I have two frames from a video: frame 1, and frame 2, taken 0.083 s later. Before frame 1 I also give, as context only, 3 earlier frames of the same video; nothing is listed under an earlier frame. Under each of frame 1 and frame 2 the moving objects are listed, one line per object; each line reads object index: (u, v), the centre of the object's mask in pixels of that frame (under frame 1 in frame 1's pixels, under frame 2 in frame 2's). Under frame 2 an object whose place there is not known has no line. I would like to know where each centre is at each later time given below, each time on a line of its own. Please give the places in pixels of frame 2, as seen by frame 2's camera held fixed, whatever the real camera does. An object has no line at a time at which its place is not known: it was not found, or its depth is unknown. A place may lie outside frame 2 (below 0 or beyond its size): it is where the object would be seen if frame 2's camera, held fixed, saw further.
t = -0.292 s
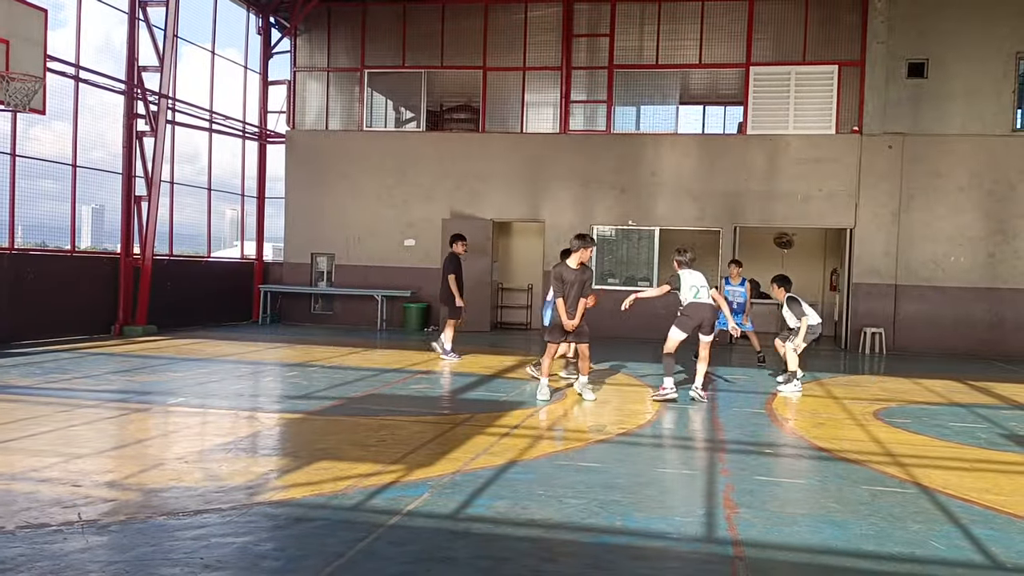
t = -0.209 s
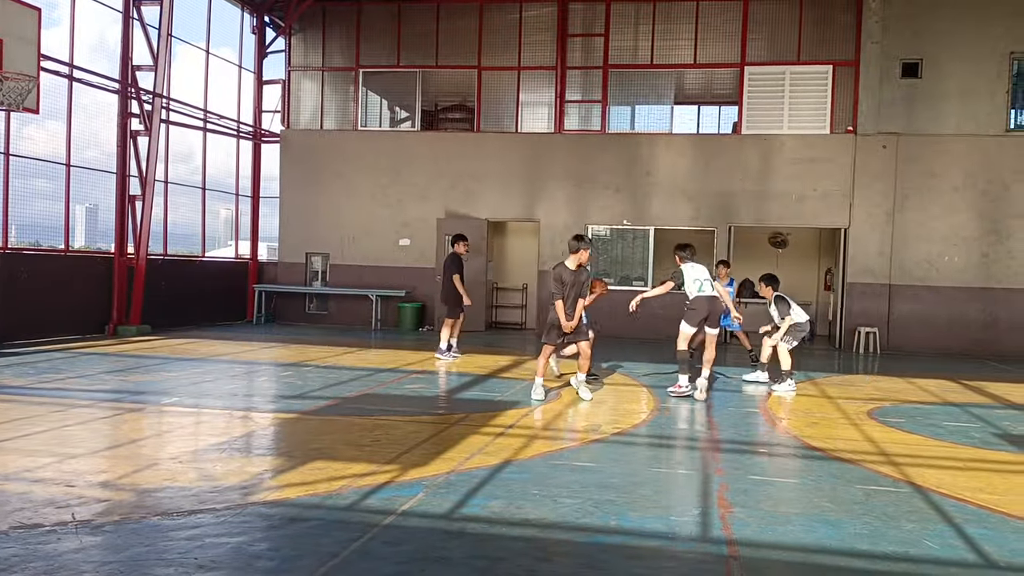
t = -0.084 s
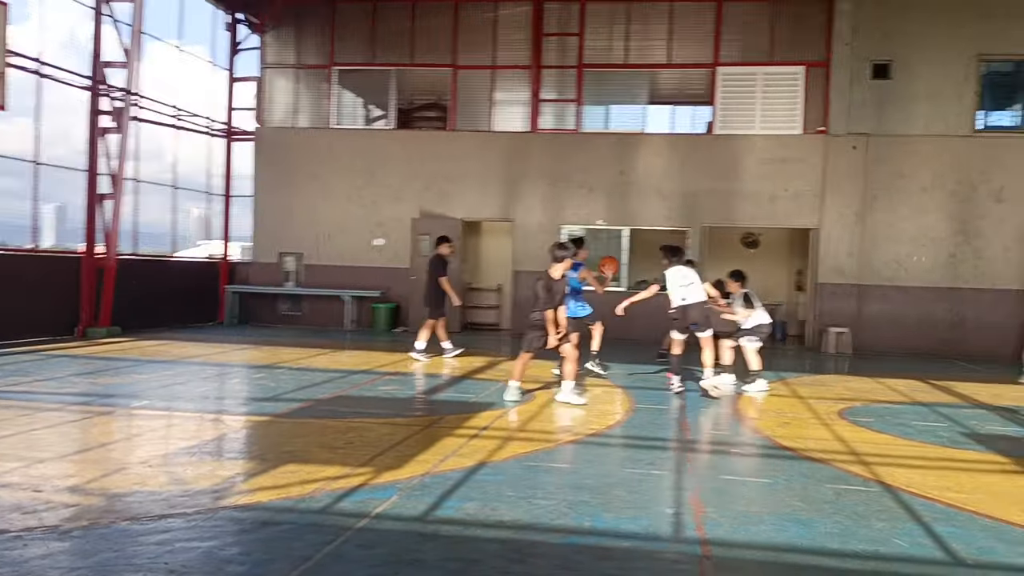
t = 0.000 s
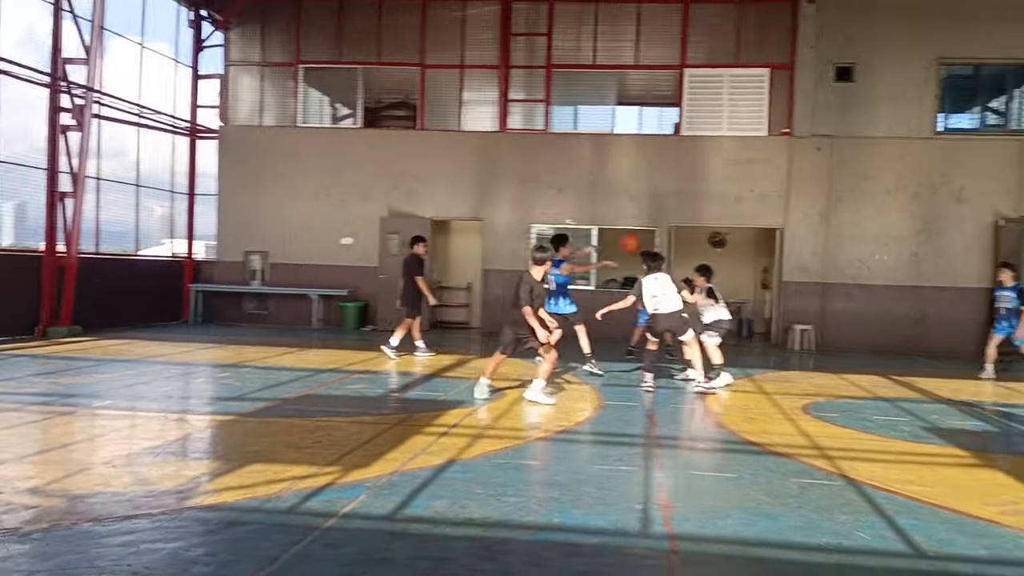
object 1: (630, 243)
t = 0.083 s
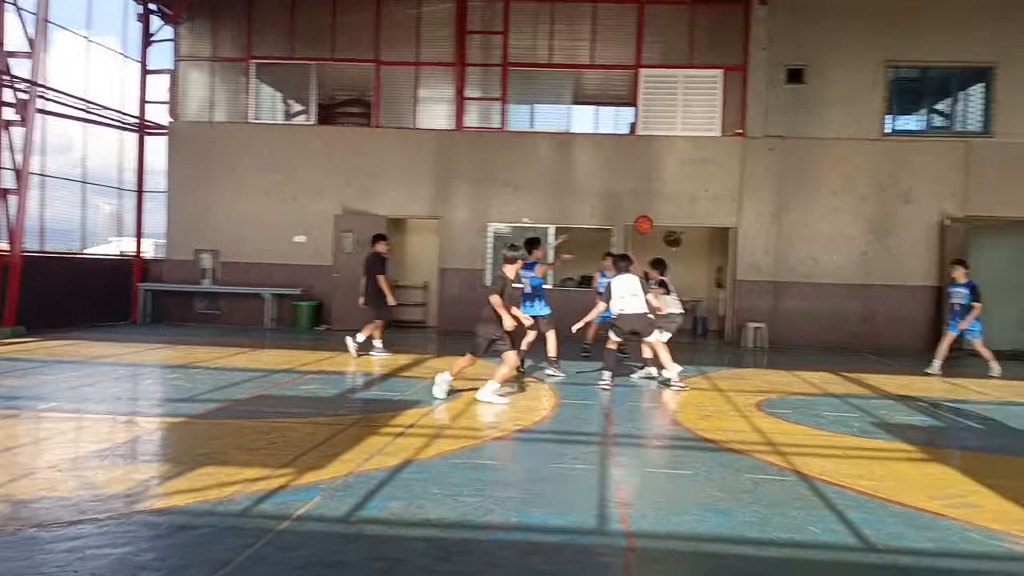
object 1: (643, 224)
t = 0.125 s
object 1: (669, 220)
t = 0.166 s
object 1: (695, 215)
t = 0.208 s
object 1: (719, 210)
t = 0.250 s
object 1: (742, 209)
